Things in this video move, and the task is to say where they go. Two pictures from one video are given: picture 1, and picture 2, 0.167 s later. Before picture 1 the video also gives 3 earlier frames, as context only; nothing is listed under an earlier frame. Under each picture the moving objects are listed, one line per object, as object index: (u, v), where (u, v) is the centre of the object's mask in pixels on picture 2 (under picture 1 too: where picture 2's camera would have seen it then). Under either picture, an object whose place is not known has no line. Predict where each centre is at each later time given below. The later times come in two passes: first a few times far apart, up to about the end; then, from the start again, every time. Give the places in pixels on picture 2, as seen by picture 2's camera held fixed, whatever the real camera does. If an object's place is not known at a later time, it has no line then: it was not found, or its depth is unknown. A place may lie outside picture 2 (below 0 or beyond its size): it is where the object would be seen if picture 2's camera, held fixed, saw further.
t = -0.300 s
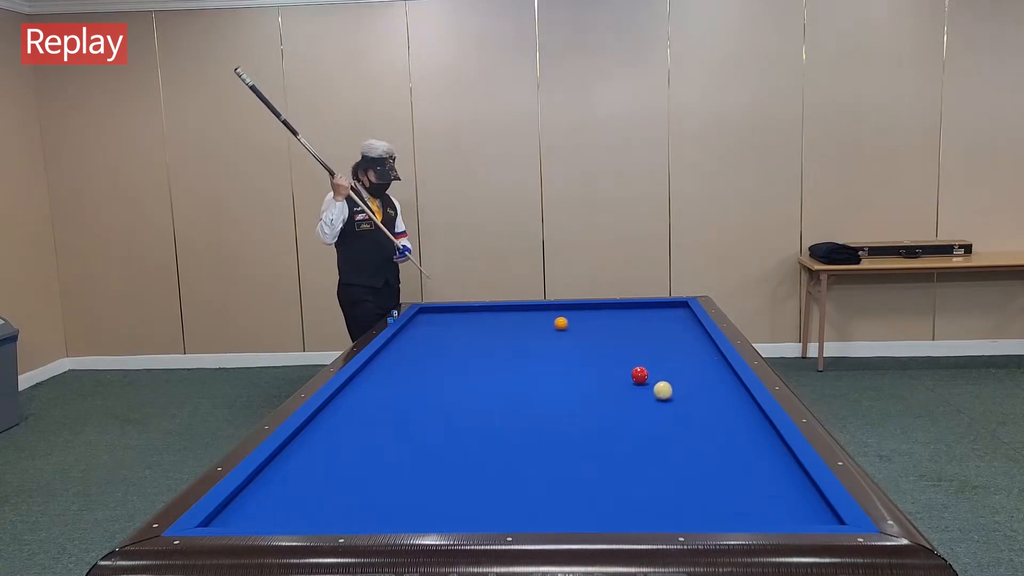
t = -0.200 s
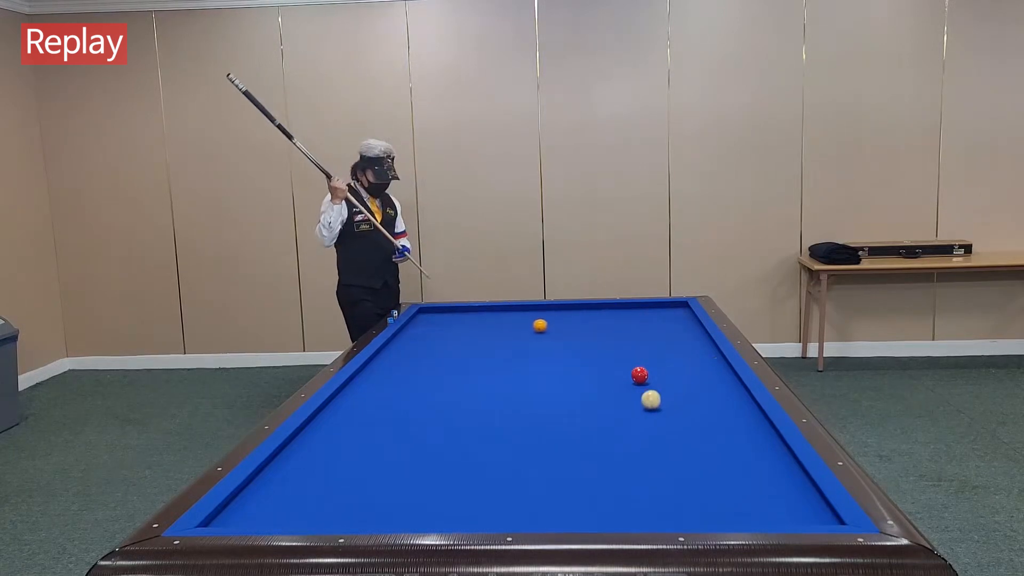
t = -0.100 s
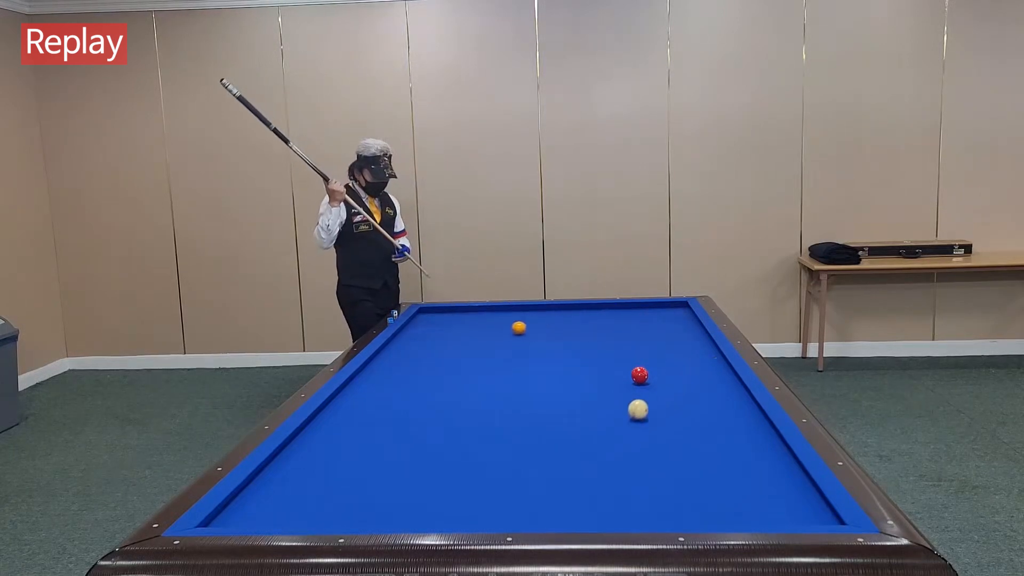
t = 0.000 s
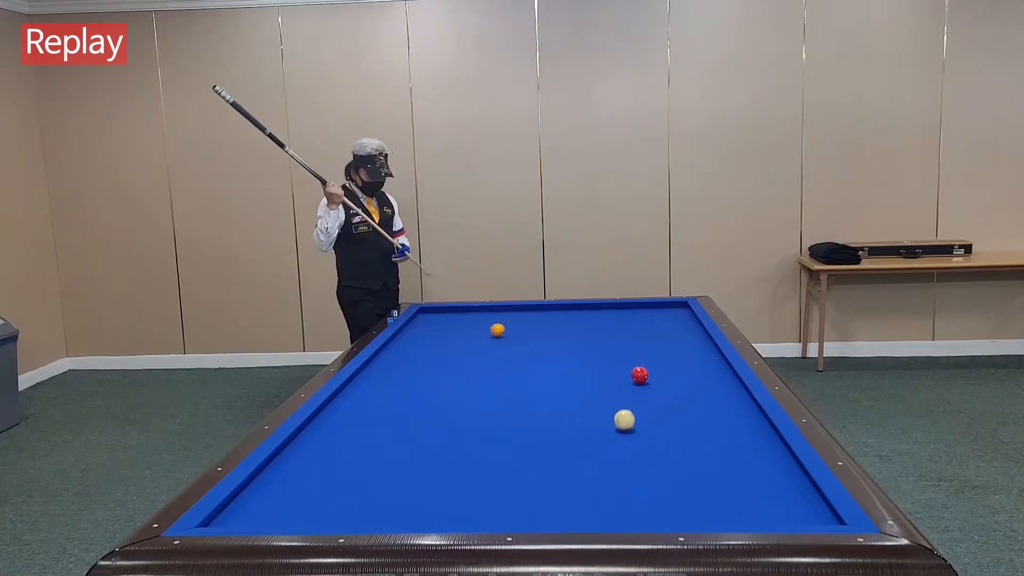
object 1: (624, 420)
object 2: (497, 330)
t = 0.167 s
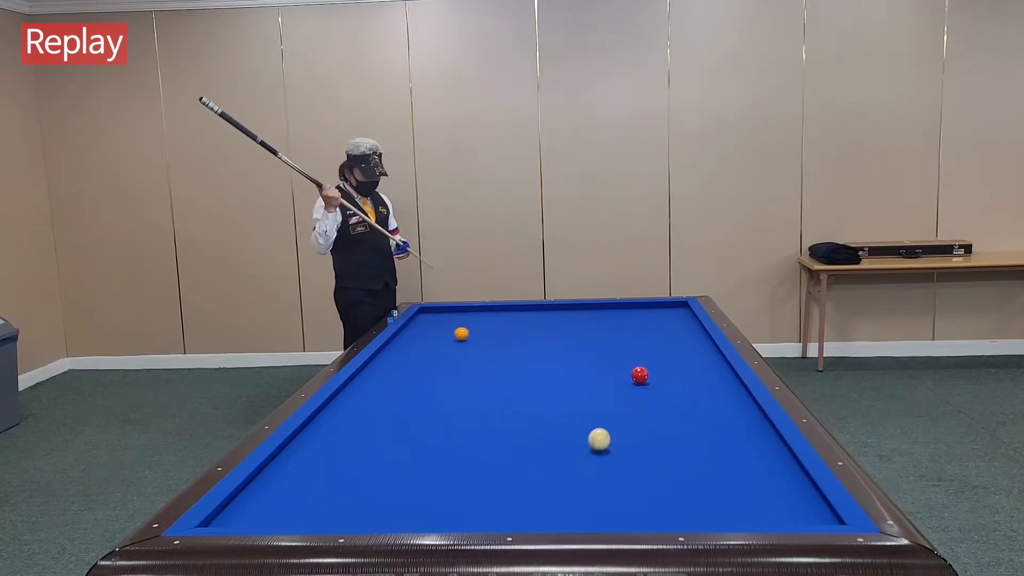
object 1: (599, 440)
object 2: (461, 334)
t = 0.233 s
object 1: (588, 448)
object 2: (446, 336)
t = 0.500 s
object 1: (538, 487)
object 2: (395, 342)
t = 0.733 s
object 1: (486, 516)
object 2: (422, 344)
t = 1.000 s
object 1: (451, 489)
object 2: (449, 346)
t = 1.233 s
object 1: (424, 471)
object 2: (472, 347)
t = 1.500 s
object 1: (397, 454)
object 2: (498, 350)
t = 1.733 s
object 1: (376, 440)
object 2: (521, 351)
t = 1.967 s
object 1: (358, 428)
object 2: (544, 353)
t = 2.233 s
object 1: (339, 415)
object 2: (571, 355)
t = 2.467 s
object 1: (332, 406)
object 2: (594, 357)
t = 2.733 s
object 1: (356, 396)
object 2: (620, 359)
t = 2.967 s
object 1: (374, 389)
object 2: (643, 360)
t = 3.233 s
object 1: (393, 381)
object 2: (669, 363)
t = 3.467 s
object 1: (408, 375)
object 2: (691, 365)
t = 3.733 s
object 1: (424, 368)
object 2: (716, 366)
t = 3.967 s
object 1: (437, 363)
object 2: (717, 368)
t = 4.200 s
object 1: (448, 358)
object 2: (707, 369)
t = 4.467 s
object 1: (461, 353)
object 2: (697, 371)
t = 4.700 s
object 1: (472, 349)
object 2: (689, 372)
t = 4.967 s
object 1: (483, 344)
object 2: (680, 374)
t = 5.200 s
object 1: (491, 341)
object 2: (673, 375)
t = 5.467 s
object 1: (500, 337)
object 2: (665, 376)
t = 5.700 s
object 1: (508, 334)
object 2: (659, 377)
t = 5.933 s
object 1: (515, 331)
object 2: (654, 378)
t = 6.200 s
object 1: (522, 328)
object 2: (651, 379)
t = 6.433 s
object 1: (529, 326)
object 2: (648, 380)
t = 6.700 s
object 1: (535, 323)
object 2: (646, 381)
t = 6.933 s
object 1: (540, 321)
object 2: (644, 381)
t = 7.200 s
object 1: (546, 318)
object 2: (643, 381)
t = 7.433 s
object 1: (551, 317)
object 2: (643, 382)
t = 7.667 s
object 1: (555, 315)
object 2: (642, 382)
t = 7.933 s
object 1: (559, 313)
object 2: (642, 381)
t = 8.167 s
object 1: (563, 312)
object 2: (642, 381)
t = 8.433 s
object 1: (566, 311)
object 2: (643, 381)
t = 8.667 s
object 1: (568, 309)
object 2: (642, 381)
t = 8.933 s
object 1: (571, 308)
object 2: (643, 381)
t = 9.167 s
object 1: (573, 307)
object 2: (643, 381)
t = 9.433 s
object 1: (574, 306)
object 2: (643, 381)
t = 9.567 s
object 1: (575, 306)
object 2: (643, 381)
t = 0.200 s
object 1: (593, 444)
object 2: (454, 335)
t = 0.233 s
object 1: (588, 448)
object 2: (446, 336)
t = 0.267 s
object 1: (582, 452)
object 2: (439, 337)
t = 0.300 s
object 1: (576, 457)
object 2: (431, 337)
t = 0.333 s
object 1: (570, 462)
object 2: (424, 338)
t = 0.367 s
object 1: (564, 466)
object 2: (417, 339)
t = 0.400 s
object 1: (558, 471)
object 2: (409, 340)
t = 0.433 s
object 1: (551, 476)
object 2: (401, 341)
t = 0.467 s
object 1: (545, 482)
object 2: (394, 342)
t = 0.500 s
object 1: (538, 487)
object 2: (395, 342)
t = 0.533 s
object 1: (530, 492)
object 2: (400, 342)
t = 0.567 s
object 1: (523, 498)
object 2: (404, 342)
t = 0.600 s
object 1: (515, 504)
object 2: (408, 343)
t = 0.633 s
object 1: (508, 510)
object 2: (412, 343)
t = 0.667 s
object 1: (500, 514)
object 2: (416, 343)
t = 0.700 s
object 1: (492, 518)
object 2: (419, 343)
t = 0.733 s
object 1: (486, 516)
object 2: (422, 344)
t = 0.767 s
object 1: (482, 513)
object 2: (426, 344)
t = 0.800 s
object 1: (477, 510)
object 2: (429, 344)
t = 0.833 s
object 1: (473, 506)
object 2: (432, 344)
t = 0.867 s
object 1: (468, 502)
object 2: (435, 345)
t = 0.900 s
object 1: (464, 498)
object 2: (439, 345)
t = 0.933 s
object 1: (460, 495)
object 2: (442, 345)
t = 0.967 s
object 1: (455, 492)
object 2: (445, 346)
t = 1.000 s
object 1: (451, 489)
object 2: (449, 346)
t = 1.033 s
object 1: (447, 487)
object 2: (452, 346)
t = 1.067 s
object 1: (443, 484)
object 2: (455, 346)
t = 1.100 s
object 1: (439, 481)
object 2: (458, 346)
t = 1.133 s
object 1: (435, 479)
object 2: (462, 347)
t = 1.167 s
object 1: (431, 476)
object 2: (465, 347)
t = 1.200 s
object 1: (428, 474)
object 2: (468, 347)
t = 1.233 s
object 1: (424, 471)
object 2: (472, 347)
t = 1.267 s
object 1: (421, 469)
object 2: (475, 348)
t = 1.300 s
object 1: (417, 467)
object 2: (478, 348)
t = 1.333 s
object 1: (413, 464)
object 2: (482, 348)
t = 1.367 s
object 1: (410, 462)
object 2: (485, 349)
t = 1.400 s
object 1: (407, 460)
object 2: (488, 349)
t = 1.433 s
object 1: (403, 458)
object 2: (492, 349)
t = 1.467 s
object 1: (400, 456)
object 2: (495, 349)
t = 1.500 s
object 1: (397, 454)
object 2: (498, 350)
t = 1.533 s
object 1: (394, 452)
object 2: (502, 350)
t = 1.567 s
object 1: (391, 450)
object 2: (505, 350)
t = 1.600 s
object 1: (388, 448)
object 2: (508, 350)
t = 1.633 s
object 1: (385, 446)
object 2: (511, 351)
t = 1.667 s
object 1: (382, 444)
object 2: (515, 351)
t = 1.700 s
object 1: (379, 442)
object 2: (518, 351)
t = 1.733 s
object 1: (376, 440)
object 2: (521, 351)
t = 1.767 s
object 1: (373, 438)
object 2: (524, 352)
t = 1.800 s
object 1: (370, 437)
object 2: (528, 352)
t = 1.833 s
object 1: (368, 435)
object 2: (531, 352)
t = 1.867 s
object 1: (365, 433)
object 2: (535, 352)
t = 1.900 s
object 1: (363, 431)
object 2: (538, 353)
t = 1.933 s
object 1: (360, 430)
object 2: (541, 353)
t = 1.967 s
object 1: (358, 428)
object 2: (544, 353)
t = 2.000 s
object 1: (355, 426)
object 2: (548, 354)
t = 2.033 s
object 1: (353, 425)
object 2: (551, 354)
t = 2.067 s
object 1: (350, 423)
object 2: (554, 354)
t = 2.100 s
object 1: (348, 421)
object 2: (558, 354)
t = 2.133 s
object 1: (346, 420)
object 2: (561, 354)
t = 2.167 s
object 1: (343, 418)
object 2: (564, 355)
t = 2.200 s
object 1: (341, 417)
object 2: (568, 355)
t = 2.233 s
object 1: (339, 415)
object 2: (571, 355)
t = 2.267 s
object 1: (337, 414)
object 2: (574, 356)
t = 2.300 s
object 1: (334, 413)
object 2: (577, 356)
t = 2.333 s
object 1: (332, 411)
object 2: (581, 356)
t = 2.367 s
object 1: (330, 410)
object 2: (584, 356)
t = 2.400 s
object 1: (328, 409)
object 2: (587, 356)
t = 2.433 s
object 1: (329, 407)
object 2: (591, 357)
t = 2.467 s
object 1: (332, 406)
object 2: (594, 357)
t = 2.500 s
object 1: (336, 405)
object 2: (597, 357)
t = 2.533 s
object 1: (339, 403)
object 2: (600, 358)
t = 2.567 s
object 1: (342, 402)
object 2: (604, 358)
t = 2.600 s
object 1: (344, 401)
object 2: (607, 358)
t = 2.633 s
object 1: (347, 400)
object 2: (610, 358)
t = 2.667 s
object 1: (350, 399)
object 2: (614, 359)
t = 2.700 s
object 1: (353, 397)
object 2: (617, 359)
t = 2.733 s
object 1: (356, 396)
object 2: (620, 359)
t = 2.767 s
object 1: (358, 395)
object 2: (623, 359)
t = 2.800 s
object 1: (361, 394)
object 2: (627, 359)
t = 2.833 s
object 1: (364, 393)
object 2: (630, 360)
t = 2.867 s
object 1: (366, 392)
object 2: (633, 360)
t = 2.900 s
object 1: (369, 391)
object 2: (636, 360)
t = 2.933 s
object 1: (371, 390)
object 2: (640, 360)
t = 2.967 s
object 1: (374, 389)
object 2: (643, 360)
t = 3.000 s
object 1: (376, 388)
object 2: (646, 360)
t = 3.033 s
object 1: (379, 387)
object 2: (649, 361)
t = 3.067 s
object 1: (381, 386)
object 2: (652, 361)
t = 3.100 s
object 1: (384, 385)
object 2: (656, 362)
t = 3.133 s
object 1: (386, 384)
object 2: (659, 362)
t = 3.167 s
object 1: (388, 383)
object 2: (662, 362)
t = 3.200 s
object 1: (390, 382)
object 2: (666, 362)
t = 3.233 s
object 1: (393, 381)
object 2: (669, 363)
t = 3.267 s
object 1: (395, 380)
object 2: (672, 363)
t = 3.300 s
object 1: (397, 379)
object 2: (675, 363)
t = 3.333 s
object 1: (399, 378)
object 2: (678, 364)
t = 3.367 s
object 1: (402, 377)
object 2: (682, 364)
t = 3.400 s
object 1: (404, 377)
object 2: (685, 364)
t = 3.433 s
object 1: (406, 376)
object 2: (688, 364)
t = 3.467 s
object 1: (408, 375)
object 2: (691, 365)
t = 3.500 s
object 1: (410, 374)
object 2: (694, 365)
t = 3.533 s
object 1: (412, 373)
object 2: (697, 365)
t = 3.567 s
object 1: (414, 372)
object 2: (700, 365)
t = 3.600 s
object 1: (416, 371)
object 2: (704, 365)
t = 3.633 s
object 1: (418, 370)
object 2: (707, 366)
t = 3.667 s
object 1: (420, 370)
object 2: (710, 366)
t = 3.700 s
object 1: (422, 369)
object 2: (713, 366)
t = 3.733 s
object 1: (424, 368)
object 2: (716, 366)
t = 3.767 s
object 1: (426, 367)
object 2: (719, 367)
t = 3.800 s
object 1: (428, 367)
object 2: (722, 367)
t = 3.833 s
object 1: (430, 366)
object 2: (723, 367)
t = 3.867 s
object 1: (431, 365)
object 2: (721, 367)
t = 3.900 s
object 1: (433, 364)
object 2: (720, 368)
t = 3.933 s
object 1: (435, 364)
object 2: (718, 368)
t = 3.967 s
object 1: (437, 363)
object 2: (717, 368)
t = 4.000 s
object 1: (438, 362)
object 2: (716, 368)
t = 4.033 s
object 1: (440, 361)
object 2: (714, 368)
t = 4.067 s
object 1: (442, 361)
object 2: (713, 368)
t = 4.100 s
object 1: (444, 360)
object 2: (711, 369)
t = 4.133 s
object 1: (445, 359)
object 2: (710, 369)
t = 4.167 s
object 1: (447, 359)
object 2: (709, 369)
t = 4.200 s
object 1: (448, 358)
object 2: (707, 369)
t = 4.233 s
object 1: (450, 357)
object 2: (706, 370)
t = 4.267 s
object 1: (452, 357)
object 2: (705, 370)
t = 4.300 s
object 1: (453, 356)
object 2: (703, 370)
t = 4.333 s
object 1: (455, 355)
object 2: (702, 370)
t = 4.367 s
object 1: (456, 355)
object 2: (701, 371)
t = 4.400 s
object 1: (458, 354)
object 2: (700, 371)
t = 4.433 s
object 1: (460, 353)
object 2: (698, 371)
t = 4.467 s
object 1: (461, 353)
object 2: (697, 371)
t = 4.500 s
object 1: (463, 352)
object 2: (696, 371)
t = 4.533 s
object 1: (464, 352)
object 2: (695, 371)
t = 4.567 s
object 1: (466, 351)
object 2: (694, 372)
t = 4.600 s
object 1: (467, 351)
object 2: (692, 372)
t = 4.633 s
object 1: (468, 350)
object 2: (691, 372)
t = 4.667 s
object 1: (470, 349)
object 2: (690, 372)
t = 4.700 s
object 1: (472, 349)
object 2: (689, 372)
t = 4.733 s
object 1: (473, 348)
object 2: (688, 373)
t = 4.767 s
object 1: (474, 347)
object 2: (687, 373)
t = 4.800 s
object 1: (476, 347)
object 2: (686, 373)
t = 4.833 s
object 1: (477, 346)
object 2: (684, 373)
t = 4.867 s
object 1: (478, 346)
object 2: (683, 373)
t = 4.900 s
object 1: (480, 345)
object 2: (682, 373)
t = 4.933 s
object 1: (481, 344)
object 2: (681, 374)
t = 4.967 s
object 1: (483, 344)
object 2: (680, 374)
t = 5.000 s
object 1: (484, 344)
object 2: (679, 374)
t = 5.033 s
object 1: (485, 343)
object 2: (678, 374)
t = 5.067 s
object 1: (486, 342)
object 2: (677, 374)
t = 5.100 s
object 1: (487, 342)
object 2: (676, 375)
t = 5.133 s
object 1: (489, 342)
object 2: (675, 375)
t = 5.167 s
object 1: (490, 341)
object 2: (674, 375)
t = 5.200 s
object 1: (491, 341)
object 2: (673, 375)
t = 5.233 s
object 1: (492, 340)
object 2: (672, 375)
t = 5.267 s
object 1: (494, 340)
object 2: (671, 375)
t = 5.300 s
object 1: (495, 339)
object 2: (670, 375)
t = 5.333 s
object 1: (496, 339)
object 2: (669, 376)
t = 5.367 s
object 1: (497, 338)
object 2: (668, 376)
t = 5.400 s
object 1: (498, 338)
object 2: (667, 376)
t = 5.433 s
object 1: (499, 337)
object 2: (666, 376)
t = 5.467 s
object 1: (500, 337)
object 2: (665, 376)
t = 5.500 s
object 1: (502, 337)
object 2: (664, 376)
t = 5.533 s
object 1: (503, 336)
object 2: (664, 377)
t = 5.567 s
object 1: (504, 336)
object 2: (663, 377)
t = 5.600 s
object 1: (505, 335)
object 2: (662, 377)
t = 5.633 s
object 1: (506, 335)
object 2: (661, 377)
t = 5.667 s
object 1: (507, 334)
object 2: (660, 377)
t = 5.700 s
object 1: (508, 334)
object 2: (659, 377)
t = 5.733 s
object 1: (509, 333)
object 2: (658, 377)
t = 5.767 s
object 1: (510, 333)
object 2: (658, 377)
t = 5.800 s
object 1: (511, 333)
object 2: (657, 378)
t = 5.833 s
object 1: (512, 332)
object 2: (656, 378)
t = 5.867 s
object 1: (513, 332)
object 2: (655, 378)
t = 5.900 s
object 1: (514, 331)
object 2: (655, 378)
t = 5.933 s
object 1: (515, 331)
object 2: (654, 378)
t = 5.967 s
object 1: (516, 331)
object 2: (654, 378)
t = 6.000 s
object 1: (517, 330)
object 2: (653, 378)
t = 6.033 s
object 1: (518, 330)
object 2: (653, 379)
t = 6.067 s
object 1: (519, 329)
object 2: (652, 379)
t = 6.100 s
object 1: (520, 329)
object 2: (652, 379)
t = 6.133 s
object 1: (521, 329)
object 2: (651, 379)
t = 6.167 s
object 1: (521, 328)
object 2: (651, 379)
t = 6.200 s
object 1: (522, 328)
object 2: (651, 379)
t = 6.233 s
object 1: (523, 328)
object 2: (650, 379)
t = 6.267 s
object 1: (524, 327)
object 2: (650, 379)
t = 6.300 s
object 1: (525, 327)
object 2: (650, 380)
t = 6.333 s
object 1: (526, 327)
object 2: (649, 380)
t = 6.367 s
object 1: (527, 326)
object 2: (649, 380)
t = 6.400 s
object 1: (528, 326)
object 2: (649, 380)
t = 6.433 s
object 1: (529, 326)
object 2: (648, 380)
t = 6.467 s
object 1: (529, 325)
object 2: (648, 380)
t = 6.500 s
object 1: (530, 325)
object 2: (648, 380)
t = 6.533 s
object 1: (531, 325)
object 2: (647, 380)
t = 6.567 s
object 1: (532, 324)
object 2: (647, 380)
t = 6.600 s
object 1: (533, 324)
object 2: (647, 380)
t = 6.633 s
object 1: (534, 324)
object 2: (647, 381)
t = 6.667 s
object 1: (534, 323)
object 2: (646, 381)
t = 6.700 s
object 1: (535, 323)
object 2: (646, 381)
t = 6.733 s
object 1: (536, 323)
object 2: (646, 381)
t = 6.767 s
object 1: (537, 322)
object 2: (646, 381)
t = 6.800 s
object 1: (537, 322)
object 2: (645, 381)
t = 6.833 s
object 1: (538, 322)
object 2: (645, 381)
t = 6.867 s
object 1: (539, 321)
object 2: (645, 381)
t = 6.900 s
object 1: (540, 321)
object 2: (645, 381)
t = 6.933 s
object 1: (540, 321)
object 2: (644, 381)
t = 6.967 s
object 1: (541, 321)
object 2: (644, 381)
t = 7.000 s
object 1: (542, 320)
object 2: (644, 381)
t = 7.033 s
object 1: (543, 320)
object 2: (644, 381)
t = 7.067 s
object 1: (543, 320)
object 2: (644, 381)
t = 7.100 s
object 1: (544, 320)
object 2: (644, 381)
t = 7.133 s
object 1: (545, 319)
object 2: (643, 382)
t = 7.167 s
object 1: (545, 319)
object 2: (643, 382)
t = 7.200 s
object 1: (546, 318)
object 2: (643, 381)
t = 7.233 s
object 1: (547, 318)
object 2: (643, 381)
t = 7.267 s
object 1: (548, 318)
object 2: (643, 381)
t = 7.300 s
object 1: (548, 318)
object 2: (643, 381)
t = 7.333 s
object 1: (549, 318)
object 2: (643, 381)
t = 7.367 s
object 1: (550, 317)
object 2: (643, 381)
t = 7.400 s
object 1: (550, 317)
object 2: (643, 382)
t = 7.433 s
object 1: (551, 317)
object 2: (643, 382)
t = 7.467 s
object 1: (552, 316)
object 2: (643, 381)
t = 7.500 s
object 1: (552, 316)
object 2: (643, 382)
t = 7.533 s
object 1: (553, 316)
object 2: (643, 382)
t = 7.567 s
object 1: (553, 316)
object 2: (643, 381)
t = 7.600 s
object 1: (554, 316)
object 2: (643, 382)
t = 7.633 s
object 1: (554, 315)
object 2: (643, 381)
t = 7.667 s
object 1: (555, 315)
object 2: (642, 382)
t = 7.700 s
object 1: (556, 315)
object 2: (643, 381)
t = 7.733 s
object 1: (556, 315)
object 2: (642, 382)
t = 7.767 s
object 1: (557, 314)
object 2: (643, 381)
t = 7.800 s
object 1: (557, 314)
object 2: (642, 381)
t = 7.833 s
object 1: (558, 314)
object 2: (642, 381)
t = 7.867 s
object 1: (558, 314)
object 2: (643, 381)
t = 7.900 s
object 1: (559, 314)
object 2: (643, 381)
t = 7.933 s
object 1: (559, 313)
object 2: (642, 381)
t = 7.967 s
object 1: (560, 313)
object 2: (642, 381)
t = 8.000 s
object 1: (560, 313)
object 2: (642, 381)
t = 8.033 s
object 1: (561, 313)
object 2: (643, 381)
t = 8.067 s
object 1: (562, 313)
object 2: (642, 381)
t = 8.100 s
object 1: (562, 312)
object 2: (642, 381)
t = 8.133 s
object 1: (562, 312)
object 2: (643, 381)
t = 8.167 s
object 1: (563, 312)
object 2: (642, 381)
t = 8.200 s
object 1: (563, 312)
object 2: (642, 381)
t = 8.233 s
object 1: (564, 312)
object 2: (643, 381)
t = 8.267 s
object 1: (564, 311)
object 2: (643, 381)
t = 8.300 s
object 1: (565, 311)
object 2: (643, 381)
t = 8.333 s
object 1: (565, 311)
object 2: (642, 381)
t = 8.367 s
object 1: (565, 311)
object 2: (643, 381)
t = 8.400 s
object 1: (566, 311)
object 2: (643, 381)
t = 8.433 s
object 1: (566, 311)
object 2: (643, 381)
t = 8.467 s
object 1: (567, 310)
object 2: (643, 381)
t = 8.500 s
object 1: (567, 310)
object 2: (642, 381)
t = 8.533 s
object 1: (567, 310)
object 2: (643, 381)
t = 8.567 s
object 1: (568, 310)
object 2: (643, 381)
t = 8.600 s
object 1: (568, 310)
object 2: (643, 381)
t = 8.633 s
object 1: (568, 310)
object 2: (643, 381)
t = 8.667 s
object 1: (568, 309)
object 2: (642, 381)
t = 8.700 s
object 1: (569, 309)
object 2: (643, 381)
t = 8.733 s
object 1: (569, 309)
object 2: (643, 381)
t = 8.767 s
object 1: (569, 309)
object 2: (642, 381)
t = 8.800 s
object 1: (570, 309)
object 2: (643, 381)
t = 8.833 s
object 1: (570, 309)
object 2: (643, 381)
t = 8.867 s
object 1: (570, 309)
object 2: (643, 381)
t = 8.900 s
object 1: (571, 308)
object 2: (642, 381)
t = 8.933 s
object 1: (571, 308)
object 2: (643, 381)
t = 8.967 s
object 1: (571, 308)
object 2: (643, 381)
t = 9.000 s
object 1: (572, 308)
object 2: (643, 381)
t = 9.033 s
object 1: (572, 308)
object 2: (642, 381)
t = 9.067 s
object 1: (572, 308)
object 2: (643, 381)
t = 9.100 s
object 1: (572, 307)
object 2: (643, 381)
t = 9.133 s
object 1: (572, 307)
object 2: (643, 381)
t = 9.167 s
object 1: (573, 307)
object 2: (643, 381)
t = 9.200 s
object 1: (573, 307)
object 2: (643, 381)
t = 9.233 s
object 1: (573, 307)
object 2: (643, 381)
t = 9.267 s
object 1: (573, 307)
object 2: (642, 381)
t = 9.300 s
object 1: (574, 307)
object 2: (643, 381)
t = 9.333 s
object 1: (574, 307)
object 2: (643, 381)
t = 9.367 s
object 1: (574, 306)
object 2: (643, 381)
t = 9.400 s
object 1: (574, 306)
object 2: (643, 381)
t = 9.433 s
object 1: (574, 306)
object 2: (643, 381)
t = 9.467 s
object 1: (575, 306)
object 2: (643, 381)
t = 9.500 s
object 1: (575, 306)
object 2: (643, 381)
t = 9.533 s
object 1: (575, 306)
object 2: (643, 381)
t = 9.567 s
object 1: (575, 306)
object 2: (643, 381)
